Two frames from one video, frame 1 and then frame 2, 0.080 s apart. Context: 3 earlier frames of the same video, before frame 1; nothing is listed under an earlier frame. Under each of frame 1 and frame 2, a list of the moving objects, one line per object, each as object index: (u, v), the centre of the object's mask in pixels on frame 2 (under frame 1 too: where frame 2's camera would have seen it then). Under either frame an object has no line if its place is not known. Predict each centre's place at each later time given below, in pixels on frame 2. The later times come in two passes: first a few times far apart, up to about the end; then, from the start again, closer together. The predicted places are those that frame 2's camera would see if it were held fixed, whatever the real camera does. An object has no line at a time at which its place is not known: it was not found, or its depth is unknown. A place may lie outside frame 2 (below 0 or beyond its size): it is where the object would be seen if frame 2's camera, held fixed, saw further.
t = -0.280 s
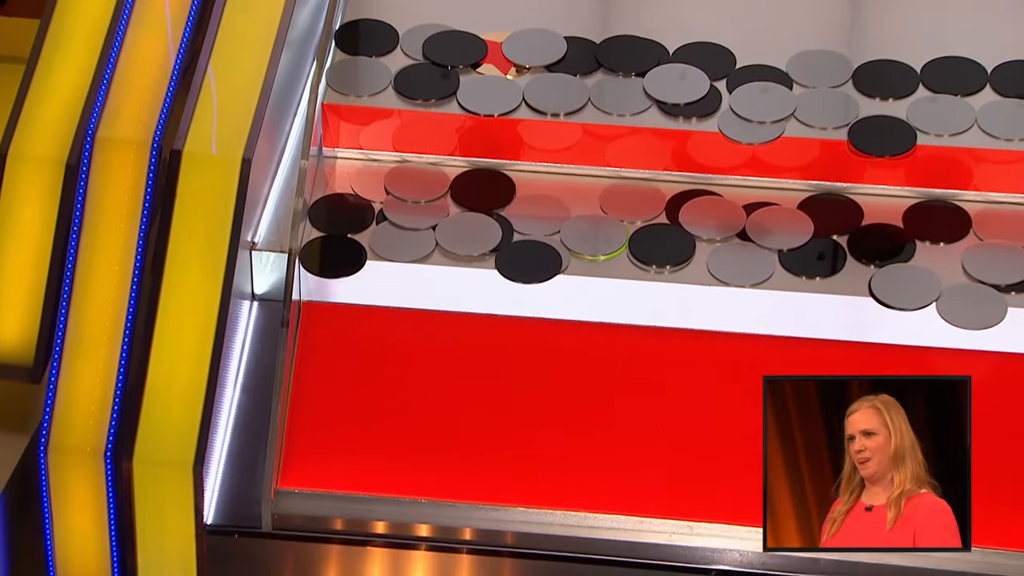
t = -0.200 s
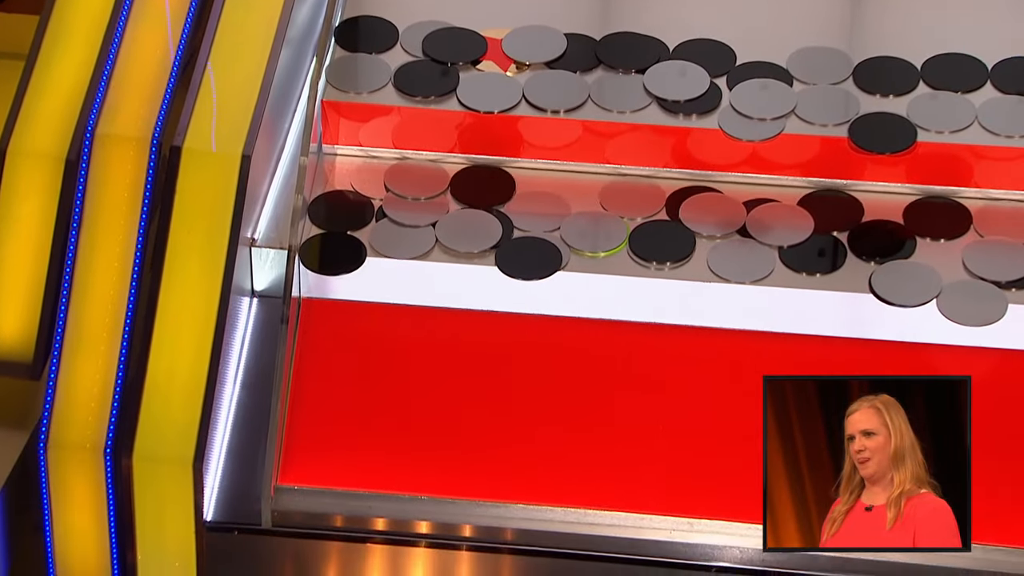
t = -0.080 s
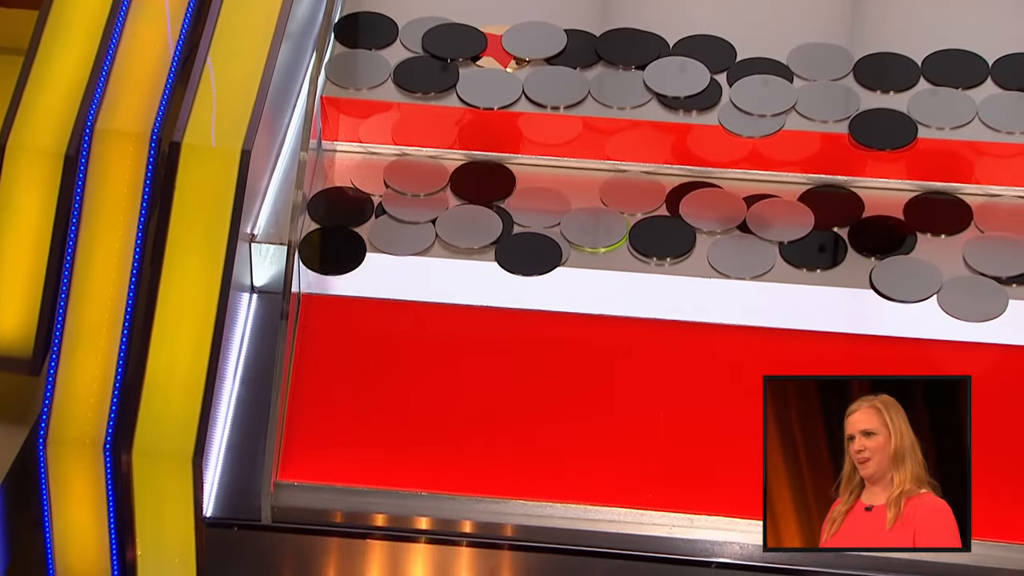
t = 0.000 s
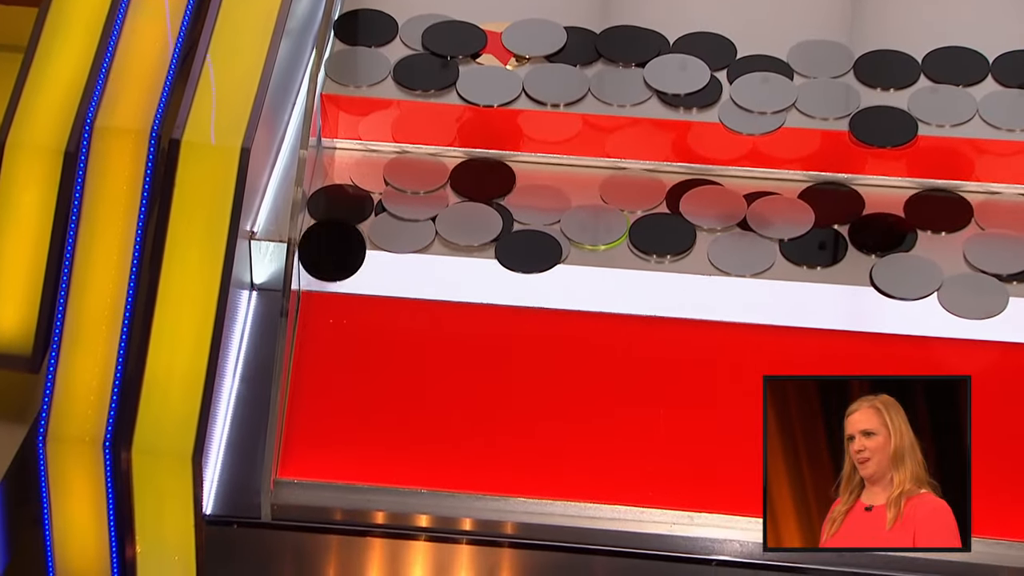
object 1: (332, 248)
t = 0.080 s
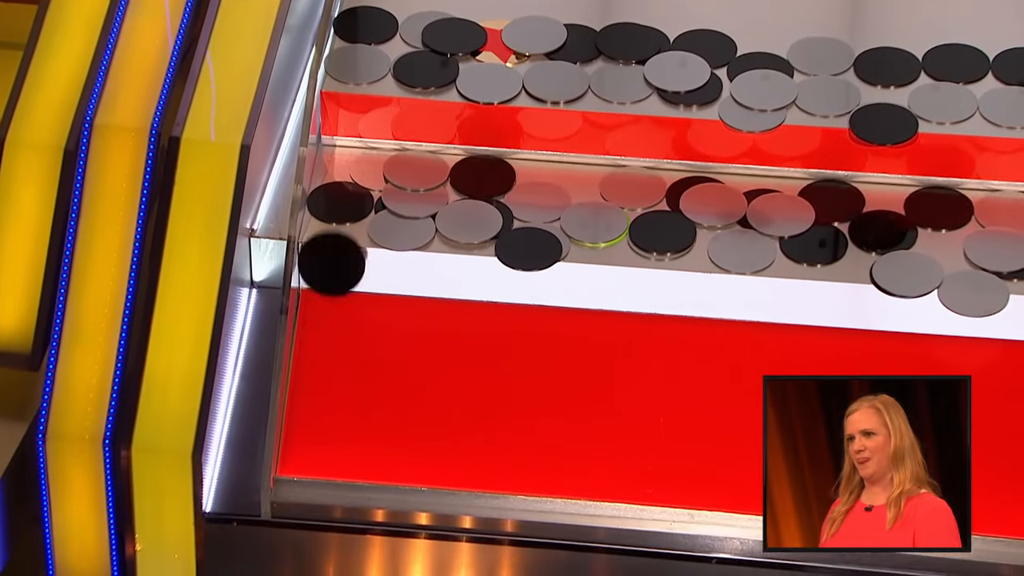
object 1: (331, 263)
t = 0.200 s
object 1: (330, 312)
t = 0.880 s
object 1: (313, 460)
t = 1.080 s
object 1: (313, 460)
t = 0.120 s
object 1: (331, 279)
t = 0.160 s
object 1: (331, 292)
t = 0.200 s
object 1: (330, 312)
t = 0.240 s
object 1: (328, 331)
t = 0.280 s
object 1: (326, 350)
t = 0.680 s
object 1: (313, 456)
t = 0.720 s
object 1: (313, 459)
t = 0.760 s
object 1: (313, 459)
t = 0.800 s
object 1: (313, 460)
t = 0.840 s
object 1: (313, 460)
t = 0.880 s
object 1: (313, 460)
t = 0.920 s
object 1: (313, 460)
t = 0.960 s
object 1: (313, 460)
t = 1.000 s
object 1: (313, 460)
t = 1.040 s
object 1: (313, 460)
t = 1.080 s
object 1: (313, 460)
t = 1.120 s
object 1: (313, 460)
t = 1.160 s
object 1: (313, 460)
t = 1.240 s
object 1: (313, 460)
